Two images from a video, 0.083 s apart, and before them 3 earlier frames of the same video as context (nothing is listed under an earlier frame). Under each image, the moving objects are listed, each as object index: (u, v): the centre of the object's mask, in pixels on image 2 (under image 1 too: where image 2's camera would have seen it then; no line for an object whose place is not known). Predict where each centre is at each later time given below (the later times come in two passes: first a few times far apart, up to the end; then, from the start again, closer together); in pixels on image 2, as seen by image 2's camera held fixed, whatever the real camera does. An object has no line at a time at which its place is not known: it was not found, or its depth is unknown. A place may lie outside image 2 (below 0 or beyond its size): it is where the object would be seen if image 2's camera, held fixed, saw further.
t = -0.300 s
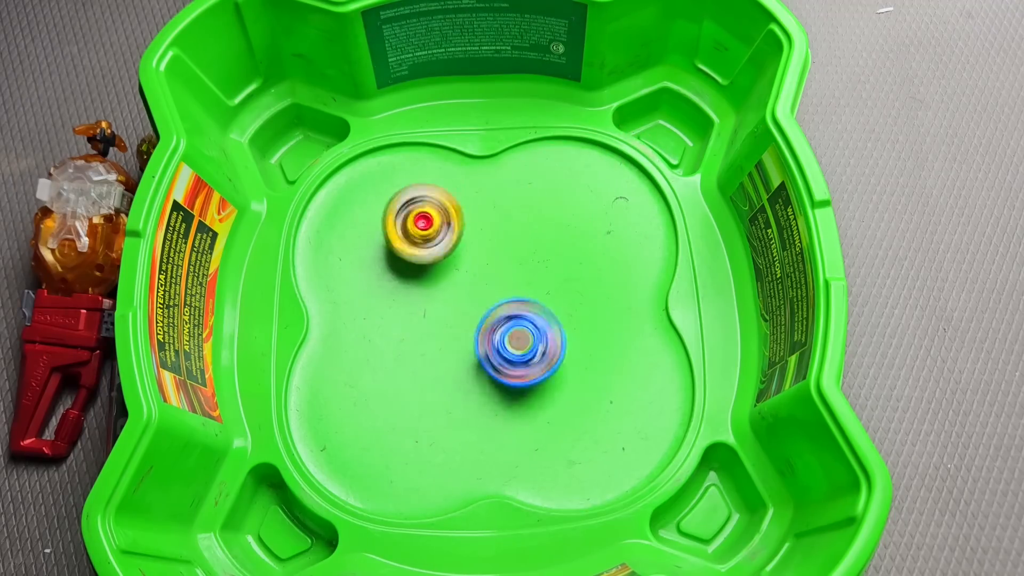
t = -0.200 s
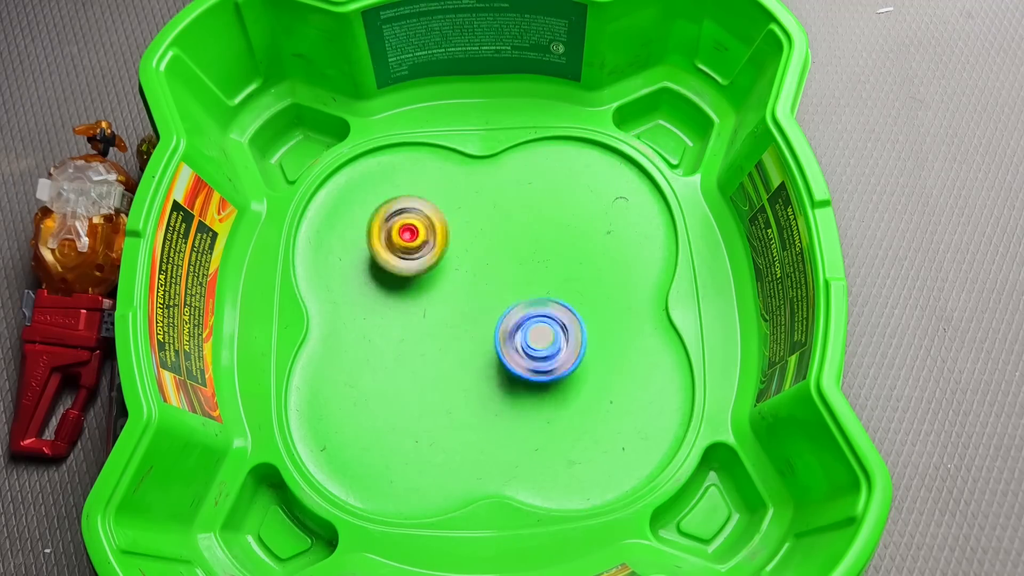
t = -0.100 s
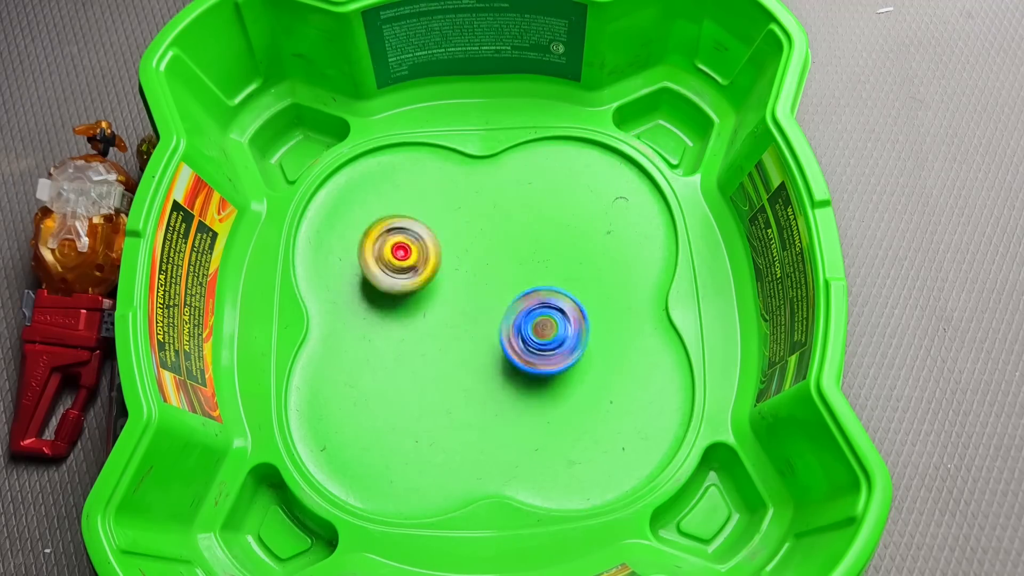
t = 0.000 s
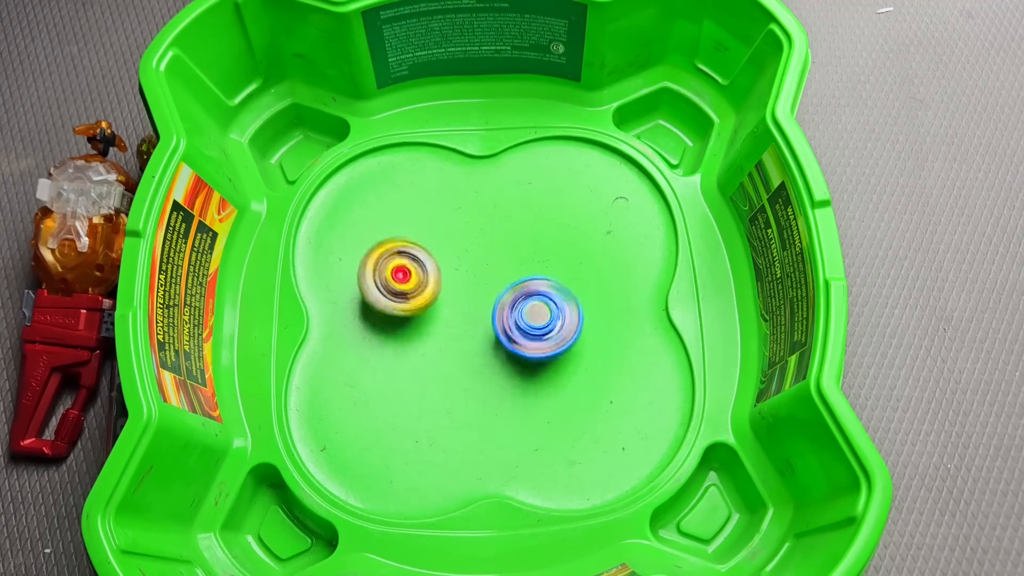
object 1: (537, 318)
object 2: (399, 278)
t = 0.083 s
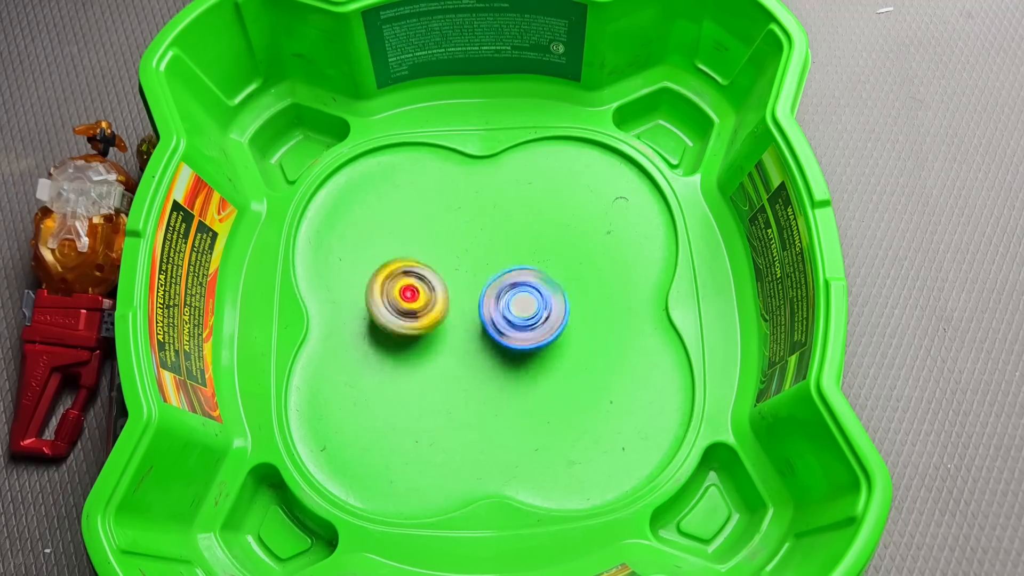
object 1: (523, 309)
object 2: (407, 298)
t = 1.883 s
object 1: (440, 377)
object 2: (472, 269)
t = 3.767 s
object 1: (418, 308)
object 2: (512, 317)
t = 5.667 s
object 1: (476, 326)
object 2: (471, 236)
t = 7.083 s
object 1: (497, 321)
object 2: (489, 258)
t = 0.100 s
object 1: (519, 308)
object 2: (410, 301)
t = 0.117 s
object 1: (514, 306)
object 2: (412, 305)
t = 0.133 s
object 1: (509, 305)
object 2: (415, 309)
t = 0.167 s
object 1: (510, 302)
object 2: (410, 317)
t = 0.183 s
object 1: (512, 301)
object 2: (406, 321)
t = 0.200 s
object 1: (513, 297)
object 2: (402, 326)
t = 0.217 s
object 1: (516, 296)
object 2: (401, 331)
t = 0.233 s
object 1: (515, 294)
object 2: (401, 334)
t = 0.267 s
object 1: (518, 289)
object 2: (401, 342)
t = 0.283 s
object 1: (519, 287)
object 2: (402, 345)
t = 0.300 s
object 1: (519, 287)
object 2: (402, 347)
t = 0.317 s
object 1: (517, 284)
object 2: (405, 350)
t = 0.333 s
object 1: (519, 283)
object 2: (406, 354)
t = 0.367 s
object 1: (515, 279)
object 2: (409, 358)
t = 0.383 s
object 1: (516, 280)
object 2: (412, 361)
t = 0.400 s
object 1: (513, 278)
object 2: (415, 364)
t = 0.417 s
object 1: (512, 278)
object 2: (417, 366)
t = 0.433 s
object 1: (509, 276)
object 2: (420, 368)
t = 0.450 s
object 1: (508, 276)
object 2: (424, 369)
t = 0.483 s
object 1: (503, 276)
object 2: (430, 373)
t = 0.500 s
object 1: (502, 277)
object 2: (434, 373)
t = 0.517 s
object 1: (498, 278)
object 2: (438, 374)
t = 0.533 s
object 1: (495, 279)
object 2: (442, 375)
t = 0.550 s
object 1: (491, 281)
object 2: (445, 375)
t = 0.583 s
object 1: (486, 285)
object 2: (454, 374)
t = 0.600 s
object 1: (482, 286)
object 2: (458, 374)
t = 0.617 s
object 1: (481, 288)
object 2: (461, 373)
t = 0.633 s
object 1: (478, 291)
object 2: (465, 373)
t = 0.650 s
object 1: (477, 286)
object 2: (470, 380)
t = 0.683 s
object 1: (474, 281)
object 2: (478, 391)
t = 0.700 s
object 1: (472, 277)
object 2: (483, 393)
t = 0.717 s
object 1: (469, 275)
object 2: (487, 395)
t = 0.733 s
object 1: (467, 272)
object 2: (490, 396)
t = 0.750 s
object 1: (465, 272)
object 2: (492, 395)
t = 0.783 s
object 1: (460, 269)
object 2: (499, 398)
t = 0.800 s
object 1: (458, 268)
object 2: (502, 397)
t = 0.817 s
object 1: (455, 268)
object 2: (506, 397)
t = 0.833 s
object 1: (454, 268)
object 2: (510, 397)
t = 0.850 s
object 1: (452, 269)
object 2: (511, 396)
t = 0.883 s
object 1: (450, 271)
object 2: (519, 394)
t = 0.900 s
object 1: (448, 271)
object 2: (521, 392)
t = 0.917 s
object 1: (447, 272)
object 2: (524, 389)
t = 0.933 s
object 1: (447, 275)
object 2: (527, 387)
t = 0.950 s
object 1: (445, 276)
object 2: (528, 385)
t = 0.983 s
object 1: (446, 281)
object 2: (533, 378)
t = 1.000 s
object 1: (445, 282)
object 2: (534, 377)
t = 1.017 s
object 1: (446, 285)
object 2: (534, 372)
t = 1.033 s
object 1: (447, 288)
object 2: (536, 368)
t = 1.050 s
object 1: (448, 291)
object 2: (536, 367)
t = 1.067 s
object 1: (449, 295)
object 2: (536, 362)
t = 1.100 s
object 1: (452, 300)
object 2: (536, 355)
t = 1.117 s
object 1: (454, 304)
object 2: (535, 351)
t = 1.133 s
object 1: (456, 307)
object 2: (534, 347)
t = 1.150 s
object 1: (457, 307)
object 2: (536, 345)
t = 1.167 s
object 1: (457, 310)
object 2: (538, 343)
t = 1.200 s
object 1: (454, 310)
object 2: (544, 336)
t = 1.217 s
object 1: (453, 311)
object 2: (544, 333)
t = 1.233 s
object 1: (452, 312)
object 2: (544, 329)
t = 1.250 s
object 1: (453, 311)
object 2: (545, 327)
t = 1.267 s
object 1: (453, 314)
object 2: (544, 324)
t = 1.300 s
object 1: (452, 313)
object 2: (543, 317)
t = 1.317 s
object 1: (453, 314)
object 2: (542, 315)
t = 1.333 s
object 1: (451, 316)
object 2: (541, 311)
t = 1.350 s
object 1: (447, 314)
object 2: (544, 307)
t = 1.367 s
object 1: (446, 314)
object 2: (543, 304)
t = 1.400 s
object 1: (441, 316)
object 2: (542, 298)
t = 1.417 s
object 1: (439, 316)
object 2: (540, 296)
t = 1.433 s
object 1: (438, 318)
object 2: (539, 292)
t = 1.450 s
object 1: (436, 318)
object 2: (539, 290)
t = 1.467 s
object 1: (436, 320)
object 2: (536, 288)
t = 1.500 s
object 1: (435, 321)
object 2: (532, 284)
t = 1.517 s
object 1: (437, 323)
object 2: (529, 282)
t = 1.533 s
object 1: (438, 325)
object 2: (526, 279)
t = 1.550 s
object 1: (436, 326)
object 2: (525, 279)
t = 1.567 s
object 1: (438, 326)
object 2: (522, 277)
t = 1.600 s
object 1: (440, 328)
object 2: (516, 275)
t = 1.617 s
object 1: (443, 328)
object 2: (512, 274)
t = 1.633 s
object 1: (444, 328)
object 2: (509, 273)
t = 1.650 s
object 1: (442, 330)
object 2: (507, 273)
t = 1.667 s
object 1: (440, 330)
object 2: (505, 272)
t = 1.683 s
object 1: (439, 334)
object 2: (504, 268)
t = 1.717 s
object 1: (435, 343)
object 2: (499, 265)
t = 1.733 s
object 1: (433, 348)
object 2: (495, 264)
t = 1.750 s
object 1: (432, 353)
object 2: (492, 265)
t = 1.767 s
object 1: (431, 357)
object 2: (490, 264)
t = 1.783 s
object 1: (432, 361)
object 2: (488, 265)
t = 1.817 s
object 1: (433, 369)
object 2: (483, 265)
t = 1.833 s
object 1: (434, 372)
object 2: (480, 265)
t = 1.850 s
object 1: (437, 374)
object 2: (476, 266)
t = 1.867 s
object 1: (438, 376)
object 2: (474, 268)
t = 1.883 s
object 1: (440, 377)
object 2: (472, 269)
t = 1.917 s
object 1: (444, 380)
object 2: (467, 273)
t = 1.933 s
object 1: (448, 380)
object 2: (465, 274)
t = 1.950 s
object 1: (451, 380)
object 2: (463, 276)
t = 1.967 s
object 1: (454, 380)
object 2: (461, 279)
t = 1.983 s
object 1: (457, 378)
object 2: (460, 281)
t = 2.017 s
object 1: (463, 376)
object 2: (457, 286)
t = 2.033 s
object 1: (467, 374)
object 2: (456, 288)
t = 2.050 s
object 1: (471, 371)
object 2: (454, 290)
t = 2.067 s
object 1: (475, 374)
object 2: (451, 288)
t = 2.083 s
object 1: (479, 377)
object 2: (449, 284)
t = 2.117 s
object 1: (488, 379)
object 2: (445, 283)
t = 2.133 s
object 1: (493, 380)
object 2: (445, 283)
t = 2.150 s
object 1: (497, 379)
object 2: (444, 282)
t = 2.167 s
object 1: (502, 378)
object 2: (443, 282)
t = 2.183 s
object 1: (507, 376)
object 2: (443, 284)
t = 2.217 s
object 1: (514, 372)
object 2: (445, 283)
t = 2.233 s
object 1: (517, 367)
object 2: (444, 285)
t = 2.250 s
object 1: (521, 363)
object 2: (446, 284)
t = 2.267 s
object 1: (523, 359)
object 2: (445, 285)
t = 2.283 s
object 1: (525, 355)
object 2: (444, 287)
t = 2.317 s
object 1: (526, 345)
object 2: (448, 290)
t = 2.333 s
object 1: (526, 340)
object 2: (448, 290)
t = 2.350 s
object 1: (526, 335)
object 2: (450, 293)
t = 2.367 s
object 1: (528, 332)
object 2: (450, 293)
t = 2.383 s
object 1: (531, 330)
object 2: (447, 293)
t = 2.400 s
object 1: (533, 328)
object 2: (445, 295)
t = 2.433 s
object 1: (536, 323)
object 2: (442, 295)
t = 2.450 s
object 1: (539, 319)
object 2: (440, 296)
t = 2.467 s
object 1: (541, 315)
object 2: (441, 299)
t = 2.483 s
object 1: (543, 310)
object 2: (441, 299)
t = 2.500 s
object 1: (544, 307)
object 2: (441, 300)
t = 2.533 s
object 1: (545, 298)
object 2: (443, 302)
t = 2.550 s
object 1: (544, 293)
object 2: (443, 303)
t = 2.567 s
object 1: (543, 289)
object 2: (442, 304)
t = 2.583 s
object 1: (541, 286)
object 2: (445, 306)
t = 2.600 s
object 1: (539, 282)
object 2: (445, 306)
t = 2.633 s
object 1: (531, 277)
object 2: (446, 309)
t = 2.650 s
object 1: (528, 274)
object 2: (449, 309)
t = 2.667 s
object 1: (528, 271)
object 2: (448, 311)
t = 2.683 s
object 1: (528, 267)
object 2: (446, 315)
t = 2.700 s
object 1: (528, 264)
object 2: (447, 319)
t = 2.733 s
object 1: (527, 256)
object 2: (448, 322)
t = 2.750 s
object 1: (525, 252)
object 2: (448, 323)
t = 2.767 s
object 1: (524, 248)
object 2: (449, 325)
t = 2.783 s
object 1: (521, 246)
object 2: (449, 327)
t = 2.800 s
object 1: (518, 242)
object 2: (450, 328)
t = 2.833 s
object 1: (511, 239)
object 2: (454, 332)
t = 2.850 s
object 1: (508, 238)
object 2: (454, 333)
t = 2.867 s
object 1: (504, 239)
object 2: (456, 333)
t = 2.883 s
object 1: (499, 240)
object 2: (457, 335)
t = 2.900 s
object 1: (496, 240)
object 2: (459, 335)
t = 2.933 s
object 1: (490, 244)
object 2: (462, 337)
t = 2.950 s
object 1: (486, 248)
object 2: (465, 338)
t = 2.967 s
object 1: (482, 251)
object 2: (468, 337)
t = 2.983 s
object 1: (479, 254)
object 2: (470, 338)
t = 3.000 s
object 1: (475, 256)
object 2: (472, 339)
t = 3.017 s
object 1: (474, 255)
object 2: (475, 344)
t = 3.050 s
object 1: (470, 256)
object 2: (480, 347)
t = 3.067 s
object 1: (468, 258)
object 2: (482, 349)
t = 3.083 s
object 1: (464, 258)
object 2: (485, 349)
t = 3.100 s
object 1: (462, 259)
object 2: (486, 349)
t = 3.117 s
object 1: (460, 262)
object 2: (488, 349)
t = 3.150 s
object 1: (454, 266)
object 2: (491, 350)
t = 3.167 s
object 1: (452, 268)
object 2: (493, 349)
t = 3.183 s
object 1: (451, 271)
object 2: (495, 349)
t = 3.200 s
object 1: (449, 275)
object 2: (497, 348)
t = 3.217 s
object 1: (447, 280)
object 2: (500, 347)
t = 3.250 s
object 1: (439, 280)
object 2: (512, 350)
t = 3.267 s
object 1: (436, 279)
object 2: (517, 350)
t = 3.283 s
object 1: (435, 278)
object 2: (522, 351)
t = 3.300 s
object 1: (432, 279)
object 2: (525, 347)
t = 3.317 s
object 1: (429, 279)
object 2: (526, 347)
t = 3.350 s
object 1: (422, 278)
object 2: (525, 345)
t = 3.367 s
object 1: (421, 277)
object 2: (526, 344)
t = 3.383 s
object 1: (420, 278)
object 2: (525, 344)
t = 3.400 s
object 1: (418, 278)
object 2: (527, 343)
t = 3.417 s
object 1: (416, 279)
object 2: (527, 342)
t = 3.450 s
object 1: (413, 279)
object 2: (529, 337)
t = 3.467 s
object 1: (413, 280)
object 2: (529, 336)
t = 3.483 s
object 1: (411, 282)
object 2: (527, 333)
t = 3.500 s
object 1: (411, 281)
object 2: (526, 333)
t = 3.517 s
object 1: (413, 283)
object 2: (525, 330)
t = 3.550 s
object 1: (414, 287)
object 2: (522, 330)
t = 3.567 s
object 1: (413, 289)
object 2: (520, 330)
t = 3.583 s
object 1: (413, 289)
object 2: (520, 328)
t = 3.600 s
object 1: (416, 289)
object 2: (517, 326)
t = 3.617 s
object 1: (418, 292)
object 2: (515, 326)
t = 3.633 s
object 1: (420, 295)
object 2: (511, 324)
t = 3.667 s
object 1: (421, 300)
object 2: (507, 323)
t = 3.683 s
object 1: (421, 300)
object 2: (509, 324)
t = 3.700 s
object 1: (421, 301)
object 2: (510, 322)
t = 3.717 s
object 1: (423, 302)
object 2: (510, 320)
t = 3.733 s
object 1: (424, 304)
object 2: (508, 318)
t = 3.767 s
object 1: (418, 308)
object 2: (512, 317)
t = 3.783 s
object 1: (413, 309)
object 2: (517, 316)
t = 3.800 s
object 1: (409, 310)
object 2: (521, 314)
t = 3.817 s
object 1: (406, 310)
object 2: (521, 313)
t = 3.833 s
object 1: (405, 311)
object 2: (523, 312)
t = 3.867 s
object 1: (400, 311)
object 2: (521, 312)
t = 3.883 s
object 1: (399, 312)
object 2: (523, 312)
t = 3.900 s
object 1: (396, 312)
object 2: (521, 313)
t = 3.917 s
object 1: (393, 311)
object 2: (523, 314)
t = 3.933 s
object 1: (391, 311)
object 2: (524, 313)
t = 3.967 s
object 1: (386, 309)
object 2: (528, 313)
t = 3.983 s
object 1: (385, 309)
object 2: (528, 311)
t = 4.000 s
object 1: (384, 308)
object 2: (528, 310)
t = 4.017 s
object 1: (385, 307)
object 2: (528, 307)
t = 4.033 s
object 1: (385, 307)
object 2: (527, 306)
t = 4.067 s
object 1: (385, 305)
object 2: (524, 304)
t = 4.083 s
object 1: (388, 305)
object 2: (522, 306)
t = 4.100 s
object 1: (389, 306)
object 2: (521, 306)
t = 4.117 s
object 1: (390, 306)
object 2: (519, 307)
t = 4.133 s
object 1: (392, 306)
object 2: (520, 310)
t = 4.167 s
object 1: (398, 304)
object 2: (519, 310)
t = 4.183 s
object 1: (403, 304)
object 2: (519, 311)
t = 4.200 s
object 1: (407, 305)
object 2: (518, 310)
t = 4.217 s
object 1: (411, 306)
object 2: (517, 310)
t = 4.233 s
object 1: (414, 307)
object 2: (516, 310)
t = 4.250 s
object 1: (416, 308)
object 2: (514, 311)
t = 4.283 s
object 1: (422, 310)
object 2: (510, 315)
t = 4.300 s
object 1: (424, 311)
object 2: (511, 316)
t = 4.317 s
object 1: (425, 312)
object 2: (512, 318)
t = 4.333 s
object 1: (426, 313)
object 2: (515, 318)
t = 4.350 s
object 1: (426, 314)
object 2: (514, 318)
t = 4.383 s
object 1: (430, 317)
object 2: (516, 319)
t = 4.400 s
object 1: (427, 318)
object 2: (518, 318)
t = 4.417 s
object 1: (428, 318)
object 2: (520, 319)
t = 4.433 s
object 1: (428, 319)
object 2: (522, 318)
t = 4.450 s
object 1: (427, 319)
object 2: (521, 319)
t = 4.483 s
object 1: (429, 320)
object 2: (524, 318)
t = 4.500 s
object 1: (429, 321)
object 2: (522, 319)
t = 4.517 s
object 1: (429, 321)
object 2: (523, 319)
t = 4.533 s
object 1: (429, 323)
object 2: (523, 318)
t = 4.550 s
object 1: (427, 325)
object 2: (520, 320)
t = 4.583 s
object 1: (423, 323)
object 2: (521, 319)
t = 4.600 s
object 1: (422, 321)
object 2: (519, 320)
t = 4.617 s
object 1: (423, 319)
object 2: (520, 321)
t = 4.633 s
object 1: (426, 319)
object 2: (520, 319)
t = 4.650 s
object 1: (428, 320)
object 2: (520, 320)
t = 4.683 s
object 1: (430, 322)
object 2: (519, 321)
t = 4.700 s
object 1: (429, 323)
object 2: (520, 320)
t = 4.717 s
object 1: (428, 323)
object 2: (522, 319)
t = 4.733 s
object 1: (427, 323)
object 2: (523, 316)
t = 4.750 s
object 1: (427, 322)
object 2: (523, 314)
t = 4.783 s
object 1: (430, 319)
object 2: (521, 312)
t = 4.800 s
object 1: (433, 319)
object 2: (520, 312)
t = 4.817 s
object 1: (436, 320)
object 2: (519, 312)
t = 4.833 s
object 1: (435, 321)
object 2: (522, 312)
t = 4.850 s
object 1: (436, 321)
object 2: (524, 312)
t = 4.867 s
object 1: (437, 322)
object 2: (526, 310)
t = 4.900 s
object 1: (439, 324)
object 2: (526, 307)
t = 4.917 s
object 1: (440, 324)
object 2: (525, 305)
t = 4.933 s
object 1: (439, 325)
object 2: (525, 303)
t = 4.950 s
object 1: (436, 324)
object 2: (528, 302)
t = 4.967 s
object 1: (436, 324)
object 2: (533, 301)
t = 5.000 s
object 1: (436, 325)
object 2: (536, 299)
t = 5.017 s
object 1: (436, 325)
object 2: (539, 298)
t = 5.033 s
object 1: (436, 327)
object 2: (541, 297)
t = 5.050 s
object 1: (436, 328)
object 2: (542, 295)
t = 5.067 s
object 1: (435, 329)
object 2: (541, 295)
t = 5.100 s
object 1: (435, 327)
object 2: (543, 292)
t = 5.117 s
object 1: (437, 327)
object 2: (543, 290)
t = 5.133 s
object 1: (438, 327)
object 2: (541, 291)
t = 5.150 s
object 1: (440, 327)
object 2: (539, 292)
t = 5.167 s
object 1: (442, 328)
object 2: (539, 291)
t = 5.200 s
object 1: (445, 327)
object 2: (536, 290)
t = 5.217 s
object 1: (448, 326)
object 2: (534, 290)
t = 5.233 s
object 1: (451, 324)
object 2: (532, 290)
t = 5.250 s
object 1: (455, 324)
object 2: (531, 289)
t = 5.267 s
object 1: (457, 322)
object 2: (529, 287)
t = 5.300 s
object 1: (461, 320)
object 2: (525, 282)
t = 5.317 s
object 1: (461, 321)
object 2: (521, 280)
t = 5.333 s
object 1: (459, 321)
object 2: (517, 278)
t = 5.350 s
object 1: (460, 321)
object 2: (512, 275)
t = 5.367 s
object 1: (461, 321)
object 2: (507, 271)
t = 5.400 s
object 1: (463, 322)
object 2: (497, 265)
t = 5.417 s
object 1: (464, 323)
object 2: (492, 261)
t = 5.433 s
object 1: (465, 324)
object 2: (487, 258)
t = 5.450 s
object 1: (465, 326)
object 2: (481, 256)
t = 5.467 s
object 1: (464, 325)
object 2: (477, 253)
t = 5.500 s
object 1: (465, 324)
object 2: (472, 247)
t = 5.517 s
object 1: (467, 325)
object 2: (471, 245)
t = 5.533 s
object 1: (468, 325)
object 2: (470, 243)
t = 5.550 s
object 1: (469, 325)
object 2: (470, 241)
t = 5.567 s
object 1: (470, 326)
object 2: (470, 239)
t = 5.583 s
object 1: (471, 327)
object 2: (470, 236)
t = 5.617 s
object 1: (471, 326)
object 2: (472, 235)
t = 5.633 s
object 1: (473, 326)
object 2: (472, 235)
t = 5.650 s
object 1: (475, 326)
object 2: (472, 235)
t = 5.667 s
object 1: (476, 326)
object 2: (471, 236)
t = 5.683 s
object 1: (477, 326)
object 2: (470, 238)
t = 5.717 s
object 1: (479, 325)
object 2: (470, 241)
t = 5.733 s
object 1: (480, 325)
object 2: (470, 243)
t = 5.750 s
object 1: (481, 324)
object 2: (471, 244)
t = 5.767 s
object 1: (483, 324)
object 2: (471, 246)
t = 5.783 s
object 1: (484, 325)
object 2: (473, 248)
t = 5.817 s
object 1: (483, 328)
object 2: (479, 255)
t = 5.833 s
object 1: (482, 328)
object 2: (481, 256)
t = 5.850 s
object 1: (482, 328)
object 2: (484, 258)
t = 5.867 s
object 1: (483, 329)
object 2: (487, 259)
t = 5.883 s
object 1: (483, 330)
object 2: (490, 260)
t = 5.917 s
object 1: (481, 331)
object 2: (495, 259)
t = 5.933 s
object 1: (481, 331)
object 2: (497, 259)
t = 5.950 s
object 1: (481, 332)
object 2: (499, 259)
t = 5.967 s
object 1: (481, 332)
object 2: (500, 259)
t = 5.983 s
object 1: (480, 332)
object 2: (501, 261)
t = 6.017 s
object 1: (482, 329)
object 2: (501, 259)
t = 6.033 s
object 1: (483, 329)
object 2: (500, 259)
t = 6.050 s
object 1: (484, 328)
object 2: (498, 259)
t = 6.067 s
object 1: (484, 328)
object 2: (497, 260)
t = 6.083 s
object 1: (485, 328)
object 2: (495, 258)
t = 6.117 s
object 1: (489, 328)
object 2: (491, 258)
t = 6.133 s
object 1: (491, 329)
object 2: (489, 259)
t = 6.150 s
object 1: (492, 331)
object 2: (486, 259)
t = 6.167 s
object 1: (493, 333)
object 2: (484, 260)
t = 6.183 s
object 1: (495, 336)
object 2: (482, 260)
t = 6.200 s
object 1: (495, 336)
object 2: (480, 260)
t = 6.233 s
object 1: (497, 338)
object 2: (477, 260)
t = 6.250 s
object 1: (498, 338)
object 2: (476, 259)
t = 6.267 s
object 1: (500, 337)
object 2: (476, 259)
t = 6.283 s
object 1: (500, 337)
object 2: (476, 259)
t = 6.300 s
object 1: (501, 337)
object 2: (476, 260)
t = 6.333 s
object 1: (504, 337)
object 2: (478, 260)
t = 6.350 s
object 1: (505, 338)
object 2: (479, 261)
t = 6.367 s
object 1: (506, 339)
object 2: (480, 261)
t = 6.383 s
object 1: (507, 339)
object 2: (481, 262)
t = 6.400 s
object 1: (508, 339)
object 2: (483, 262)
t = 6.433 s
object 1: (510, 340)
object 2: (486, 262)
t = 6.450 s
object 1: (510, 340)
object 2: (487, 262)
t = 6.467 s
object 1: (511, 340)
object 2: (488, 263)
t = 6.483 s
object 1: (512, 341)
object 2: (489, 263)
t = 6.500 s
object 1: (513, 340)
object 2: (490, 263)
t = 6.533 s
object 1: (515, 340)
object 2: (491, 263)
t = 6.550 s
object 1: (516, 341)
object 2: (491, 263)
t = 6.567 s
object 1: (517, 341)
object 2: (491, 263)
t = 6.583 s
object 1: (518, 341)
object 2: (492, 263)
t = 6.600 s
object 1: (519, 341)
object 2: (492, 263)
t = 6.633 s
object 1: (519, 341)
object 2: (493, 263)
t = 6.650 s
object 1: (520, 341)
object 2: (493, 263)
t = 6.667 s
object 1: (520, 341)
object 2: (493, 263)
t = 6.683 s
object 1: (520, 341)
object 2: (493, 263)
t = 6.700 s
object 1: (519, 341)
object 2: (493, 263)
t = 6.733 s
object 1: (519, 341)
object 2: (492, 263)
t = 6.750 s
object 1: (518, 341)
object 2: (492, 263)
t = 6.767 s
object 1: (518, 341)
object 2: (492, 263)
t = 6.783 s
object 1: (517, 341)
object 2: (492, 263)
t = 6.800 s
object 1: (516, 341)
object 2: (492, 263)
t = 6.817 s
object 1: (515, 341)
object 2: (492, 263)
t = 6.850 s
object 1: (512, 340)
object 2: (492, 263)
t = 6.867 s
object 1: (511, 340)
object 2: (492, 263)
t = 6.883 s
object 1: (509, 339)
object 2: (492, 263)
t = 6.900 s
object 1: (507, 338)
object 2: (492, 263)
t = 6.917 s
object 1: (505, 337)
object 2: (492, 262)
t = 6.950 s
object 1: (502, 334)
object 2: (492, 262)
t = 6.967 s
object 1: (500, 332)
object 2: (492, 261)
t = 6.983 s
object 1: (499, 330)
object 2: (492, 261)
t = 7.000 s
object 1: (498, 327)
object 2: (492, 260)
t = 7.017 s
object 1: (497, 324)
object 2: (491, 259)
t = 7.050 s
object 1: (497, 321)
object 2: (490, 258)
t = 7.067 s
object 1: (497, 321)
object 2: (489, 258)
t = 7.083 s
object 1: (497, 321)
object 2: (489, 258)
